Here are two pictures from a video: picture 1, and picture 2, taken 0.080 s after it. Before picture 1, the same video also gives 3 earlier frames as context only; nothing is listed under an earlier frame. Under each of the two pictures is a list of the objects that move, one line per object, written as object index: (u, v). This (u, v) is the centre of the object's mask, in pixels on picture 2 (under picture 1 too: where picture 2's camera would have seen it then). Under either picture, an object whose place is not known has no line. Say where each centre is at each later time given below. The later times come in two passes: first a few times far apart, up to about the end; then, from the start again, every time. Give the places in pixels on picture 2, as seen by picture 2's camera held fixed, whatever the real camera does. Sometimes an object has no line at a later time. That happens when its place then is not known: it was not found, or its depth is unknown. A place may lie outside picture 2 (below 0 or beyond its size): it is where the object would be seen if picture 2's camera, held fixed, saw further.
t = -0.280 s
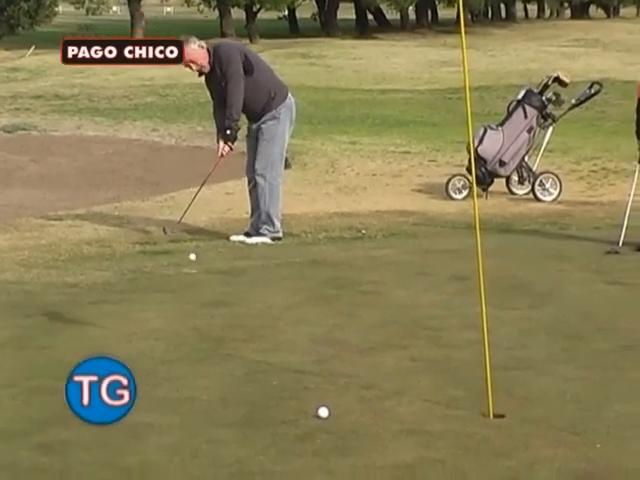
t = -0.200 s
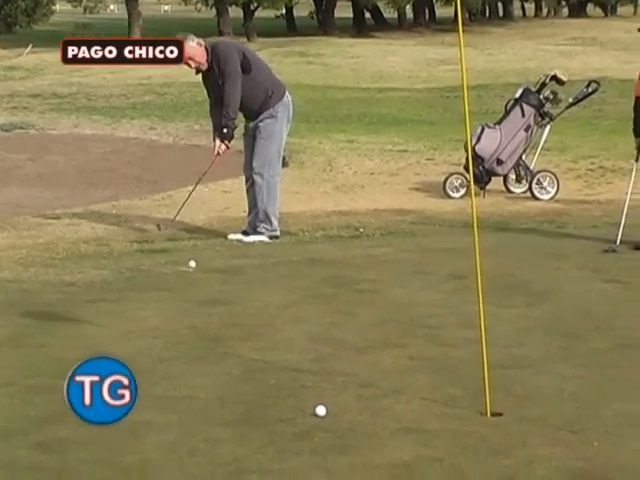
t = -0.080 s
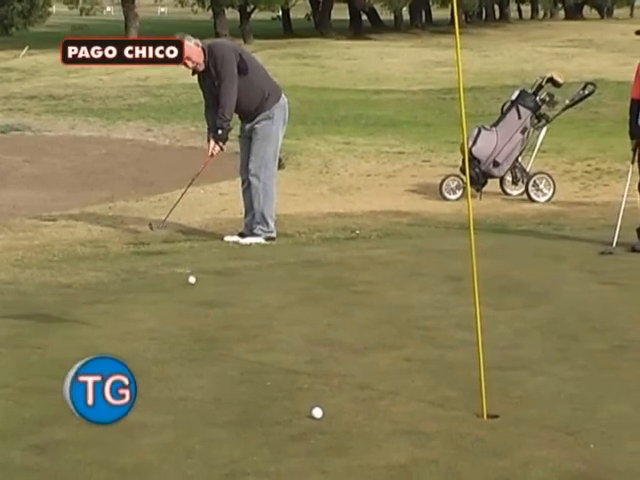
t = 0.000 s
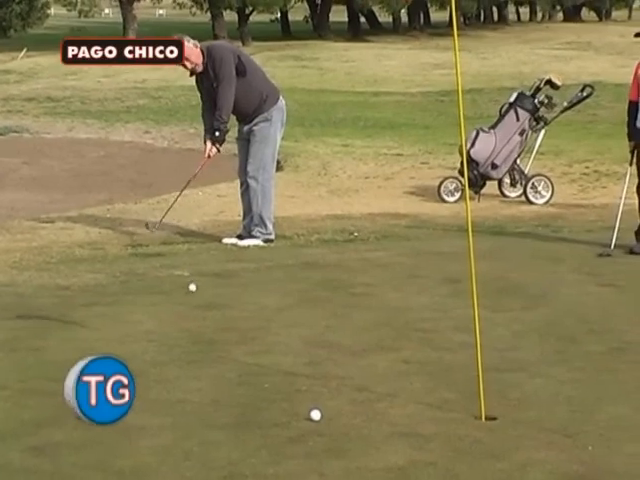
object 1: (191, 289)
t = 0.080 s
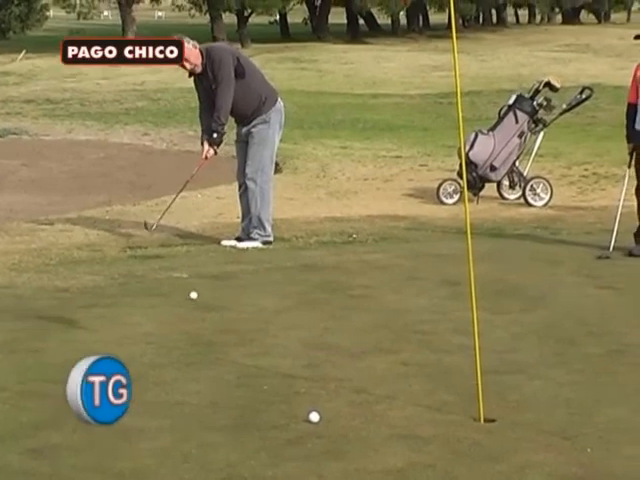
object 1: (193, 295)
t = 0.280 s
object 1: (199, 307)
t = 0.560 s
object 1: (209, 322)
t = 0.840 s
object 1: (220, 335)
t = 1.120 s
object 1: (232, 348)
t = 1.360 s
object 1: (244, 357)
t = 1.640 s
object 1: (255, 367)
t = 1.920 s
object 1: (268, 375)
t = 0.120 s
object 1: (194, 298)
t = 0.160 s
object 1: (196, 300)
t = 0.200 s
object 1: (197, 302)
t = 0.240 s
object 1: (198, 305)
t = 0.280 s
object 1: (199, 307)
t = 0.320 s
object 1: (200, 310)
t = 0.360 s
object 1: (202, 312)
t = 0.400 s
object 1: (203, 313)
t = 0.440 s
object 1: (204, 315)
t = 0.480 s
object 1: (206, 314)
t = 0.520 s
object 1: (207, 316)
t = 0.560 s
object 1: (209, 322)
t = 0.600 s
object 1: (210, 323)
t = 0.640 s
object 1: (212, 326)
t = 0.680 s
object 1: (213, 327)
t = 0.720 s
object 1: (215, 330)
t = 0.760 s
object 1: (216, 332)
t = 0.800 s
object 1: (218, 333)
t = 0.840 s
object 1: (220, 335)
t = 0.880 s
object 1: (221, 337)
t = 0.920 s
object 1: (223, 339)
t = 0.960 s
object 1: (225, 341)
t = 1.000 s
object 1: (226, 343)
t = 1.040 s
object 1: (228, 344)
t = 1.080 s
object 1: (231, 346)
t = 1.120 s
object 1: (232, 348)
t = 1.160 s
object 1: (234, 349)
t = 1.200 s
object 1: (236, 351)
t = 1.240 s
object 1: (238, 352)
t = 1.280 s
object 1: (240, 354)
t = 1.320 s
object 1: (242, 356)
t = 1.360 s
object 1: (244, 357)
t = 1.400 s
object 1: (246, 359)
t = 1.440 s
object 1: (247, 361)
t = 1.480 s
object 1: (249, 362)
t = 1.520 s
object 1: (251, 363)
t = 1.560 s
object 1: (252, 364)
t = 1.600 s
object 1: (254, 366)
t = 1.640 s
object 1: (255, 367)
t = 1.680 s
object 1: (257, 368)
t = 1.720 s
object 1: (259, 369)
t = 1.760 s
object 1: (260, 371)
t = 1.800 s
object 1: (262, 372)
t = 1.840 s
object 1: (264, 373)
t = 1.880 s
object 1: (267, 374)
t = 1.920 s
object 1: (268, 375)
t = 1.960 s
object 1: (270, 376)
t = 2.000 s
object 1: (272, 377)
